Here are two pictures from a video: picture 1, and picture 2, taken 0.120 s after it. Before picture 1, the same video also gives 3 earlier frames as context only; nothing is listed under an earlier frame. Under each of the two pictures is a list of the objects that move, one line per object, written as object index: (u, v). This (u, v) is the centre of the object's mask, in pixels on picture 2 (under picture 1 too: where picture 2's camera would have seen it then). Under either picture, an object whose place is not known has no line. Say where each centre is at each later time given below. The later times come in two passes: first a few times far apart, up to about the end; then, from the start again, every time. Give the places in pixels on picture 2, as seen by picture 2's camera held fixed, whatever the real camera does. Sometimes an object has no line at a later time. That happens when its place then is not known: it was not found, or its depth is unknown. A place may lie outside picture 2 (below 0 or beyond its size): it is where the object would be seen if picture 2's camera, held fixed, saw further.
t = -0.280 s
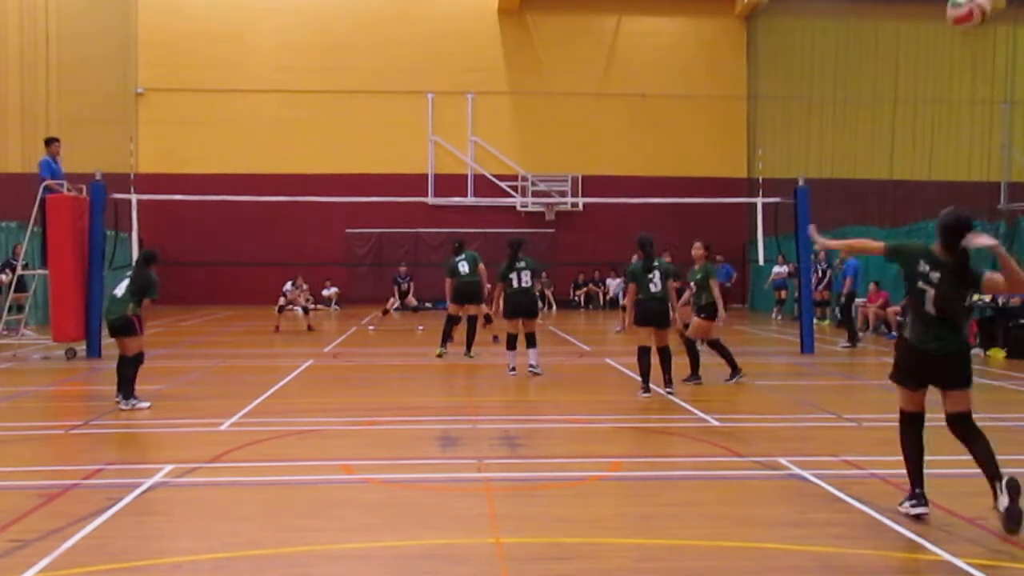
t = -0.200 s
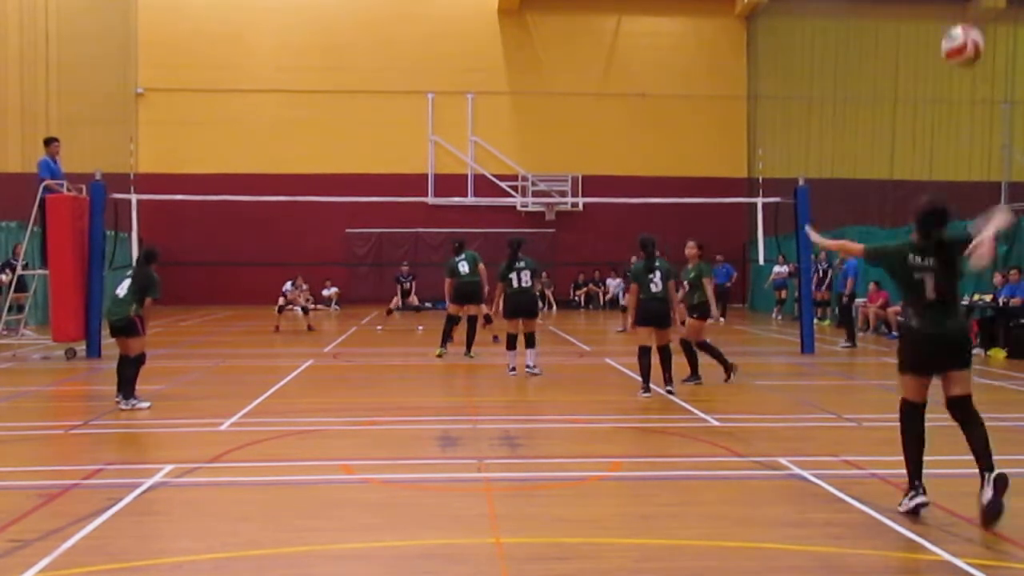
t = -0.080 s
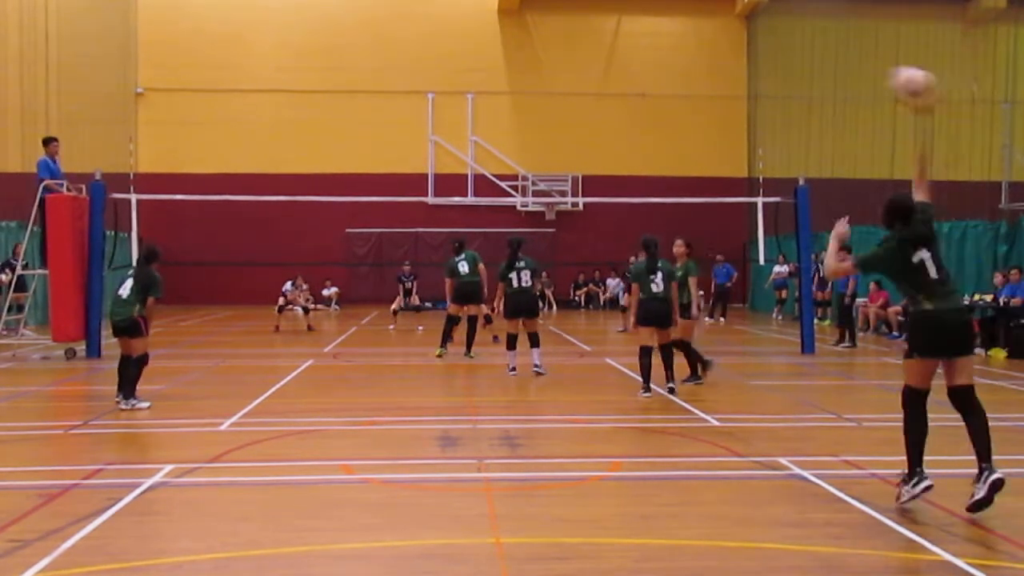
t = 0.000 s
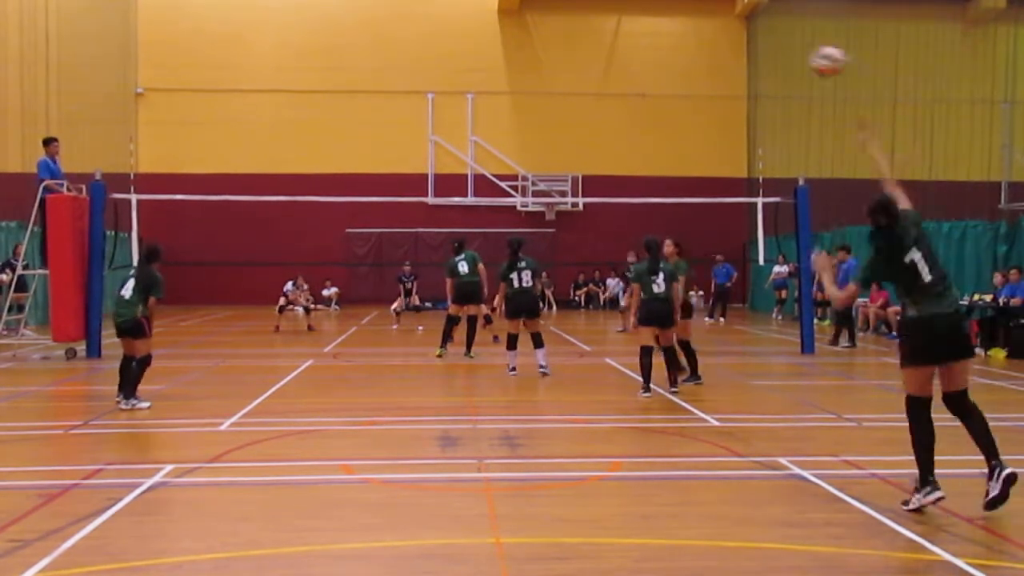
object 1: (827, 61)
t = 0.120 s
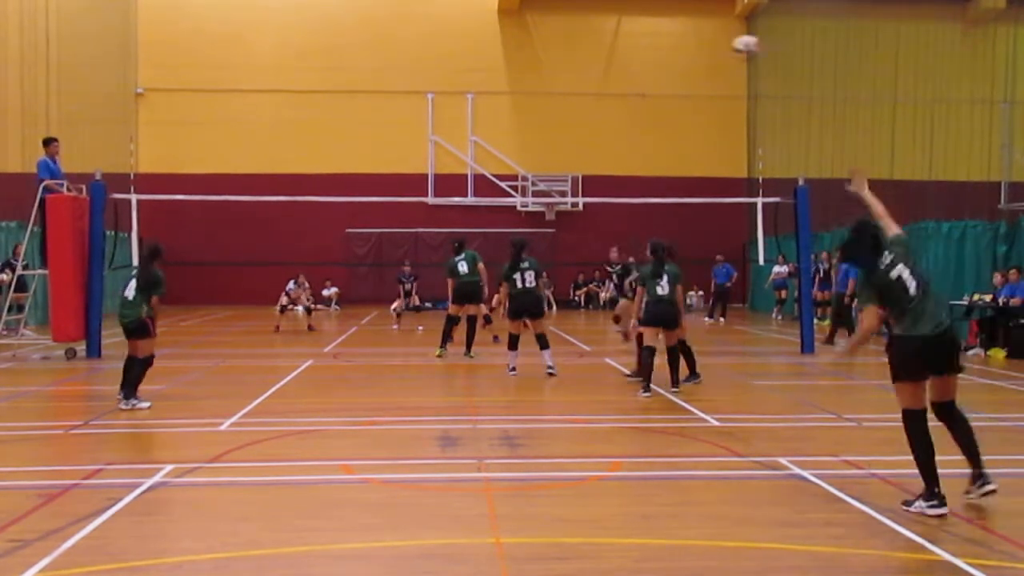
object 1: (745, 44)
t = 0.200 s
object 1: (706, 46)
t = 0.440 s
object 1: (630, 74)
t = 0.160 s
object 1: (725, 46)
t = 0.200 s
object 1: (706, 46)
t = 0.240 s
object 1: (691, 48)
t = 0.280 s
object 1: (677, 52)
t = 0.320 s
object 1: (663, 55)
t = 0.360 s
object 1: (651, 60)
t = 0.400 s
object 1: (638, 67)
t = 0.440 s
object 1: (630, 74)
